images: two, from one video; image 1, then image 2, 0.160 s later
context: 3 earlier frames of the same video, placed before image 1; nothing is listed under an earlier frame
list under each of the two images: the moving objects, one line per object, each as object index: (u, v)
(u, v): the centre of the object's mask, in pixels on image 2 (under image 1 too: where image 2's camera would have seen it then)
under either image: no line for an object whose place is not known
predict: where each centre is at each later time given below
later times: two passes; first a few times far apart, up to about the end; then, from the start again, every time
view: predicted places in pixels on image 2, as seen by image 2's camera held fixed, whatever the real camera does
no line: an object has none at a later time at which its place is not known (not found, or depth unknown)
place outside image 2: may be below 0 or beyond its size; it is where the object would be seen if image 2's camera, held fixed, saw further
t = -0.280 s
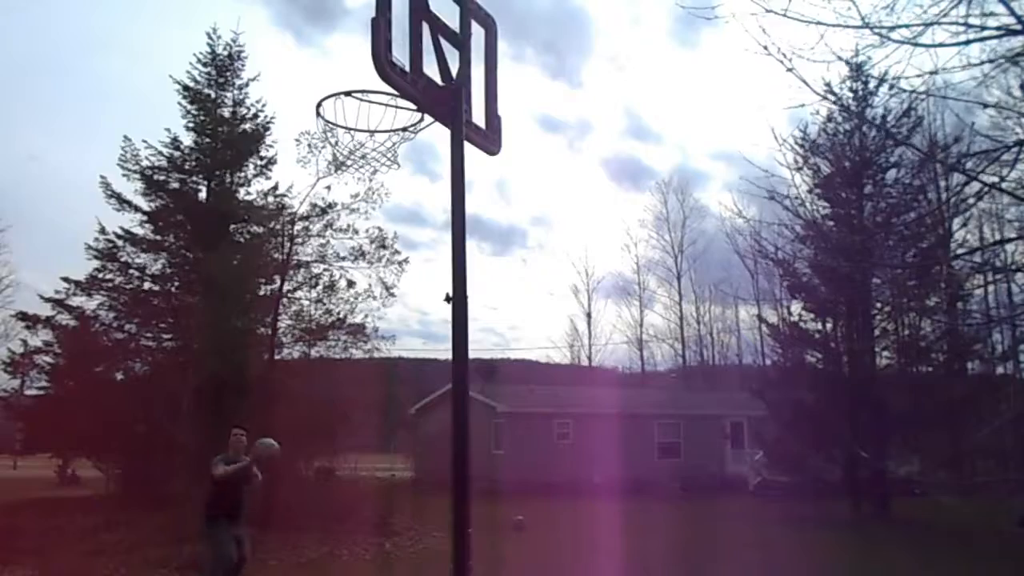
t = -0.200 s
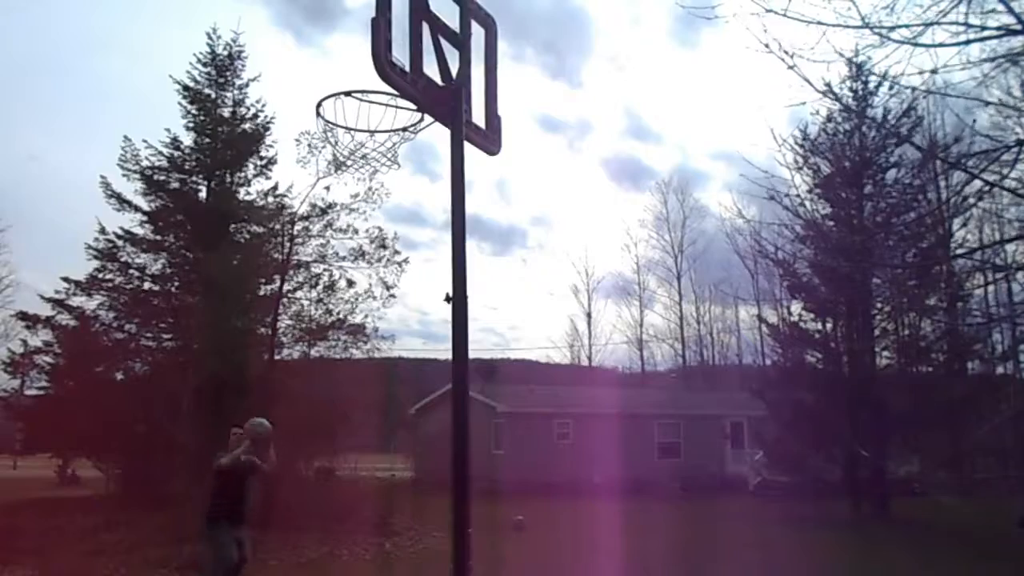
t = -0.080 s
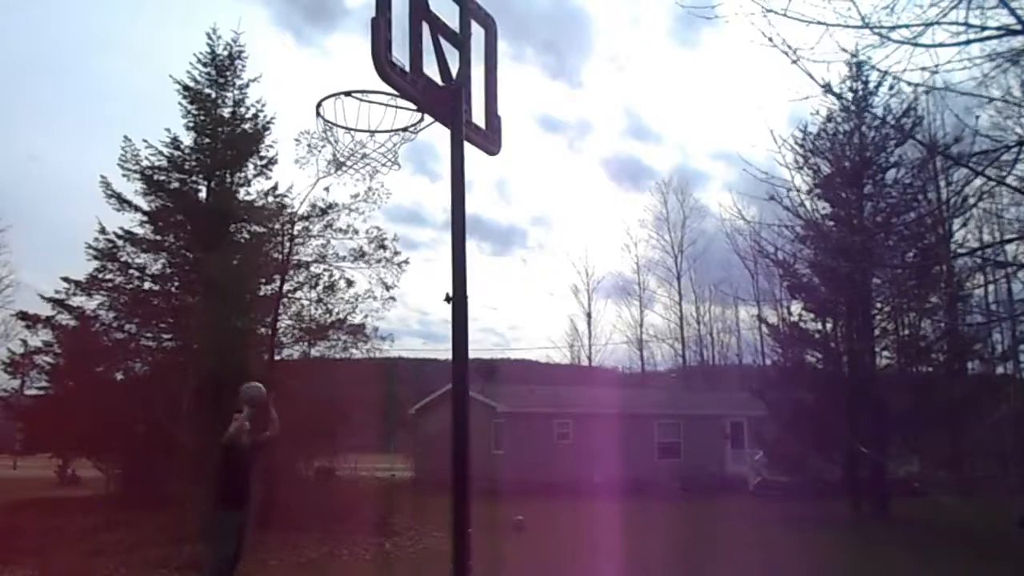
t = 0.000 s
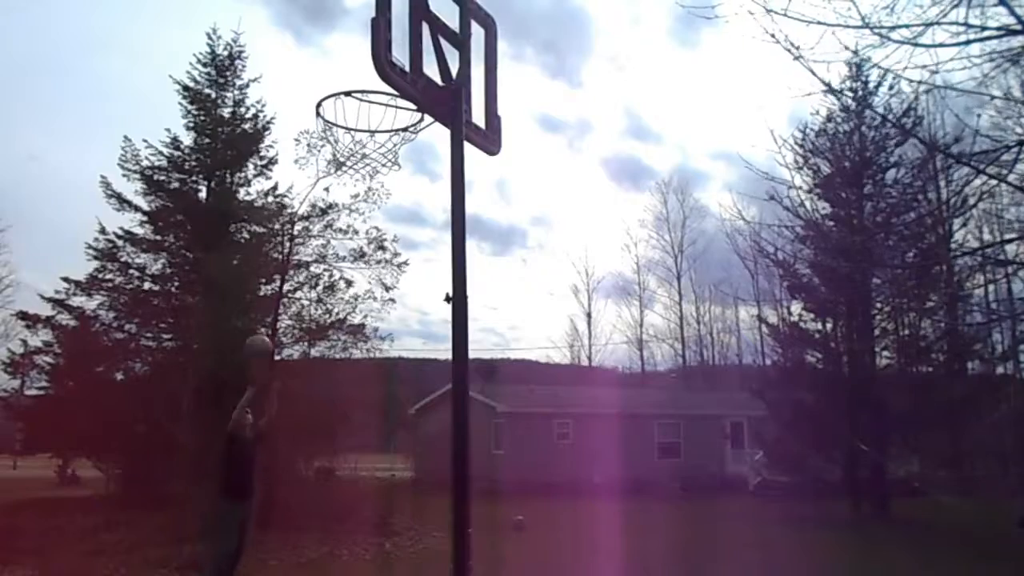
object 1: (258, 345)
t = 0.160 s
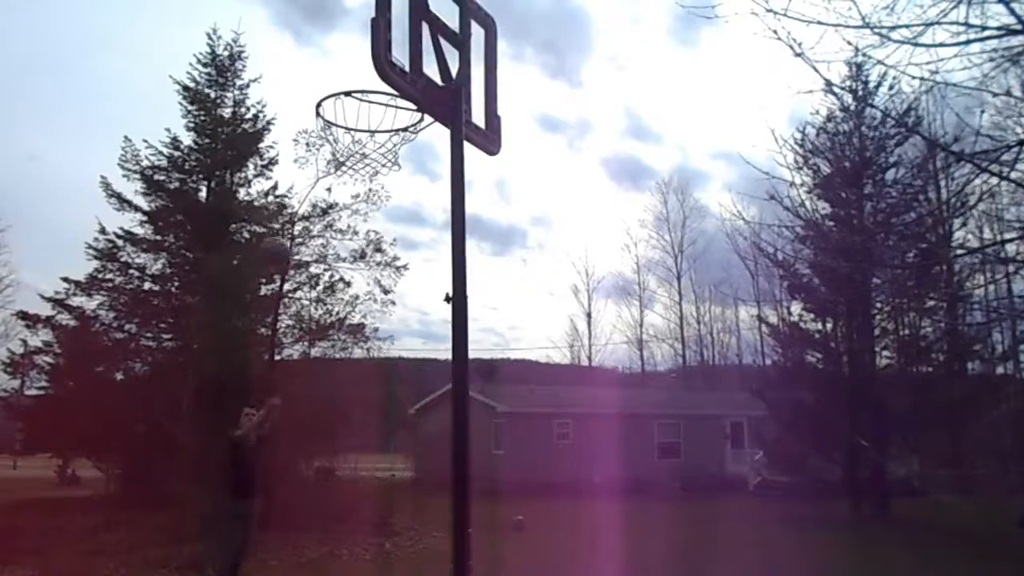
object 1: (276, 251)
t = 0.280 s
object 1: (287, 189)
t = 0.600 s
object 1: (325, 77)
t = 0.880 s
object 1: (365, 79)
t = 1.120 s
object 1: (381, 233)
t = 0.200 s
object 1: (280, 229)
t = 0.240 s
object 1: (283, 209)
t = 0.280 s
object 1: (287, 189)
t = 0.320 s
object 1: (292, 170)
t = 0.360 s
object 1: (296, 153)
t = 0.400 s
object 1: (301, 137)
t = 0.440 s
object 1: (304, 122)
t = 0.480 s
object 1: (310, 108)
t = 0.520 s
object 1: (315, 96)
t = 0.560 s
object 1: (320, 85)
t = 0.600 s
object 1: (325, 77)
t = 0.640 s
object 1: (330, 70)
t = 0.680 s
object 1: (335, 65)
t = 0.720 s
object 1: (341, 62)
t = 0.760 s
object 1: (347, 61)
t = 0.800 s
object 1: (353, 64)
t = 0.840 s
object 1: (358, 69)
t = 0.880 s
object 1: (365, 79)
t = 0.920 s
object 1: (373, 91)
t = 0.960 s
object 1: (382, 107)
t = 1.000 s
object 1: (389, 130)
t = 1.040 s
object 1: (387, 161)
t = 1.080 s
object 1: (384, 196)
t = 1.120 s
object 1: (381, 233)
